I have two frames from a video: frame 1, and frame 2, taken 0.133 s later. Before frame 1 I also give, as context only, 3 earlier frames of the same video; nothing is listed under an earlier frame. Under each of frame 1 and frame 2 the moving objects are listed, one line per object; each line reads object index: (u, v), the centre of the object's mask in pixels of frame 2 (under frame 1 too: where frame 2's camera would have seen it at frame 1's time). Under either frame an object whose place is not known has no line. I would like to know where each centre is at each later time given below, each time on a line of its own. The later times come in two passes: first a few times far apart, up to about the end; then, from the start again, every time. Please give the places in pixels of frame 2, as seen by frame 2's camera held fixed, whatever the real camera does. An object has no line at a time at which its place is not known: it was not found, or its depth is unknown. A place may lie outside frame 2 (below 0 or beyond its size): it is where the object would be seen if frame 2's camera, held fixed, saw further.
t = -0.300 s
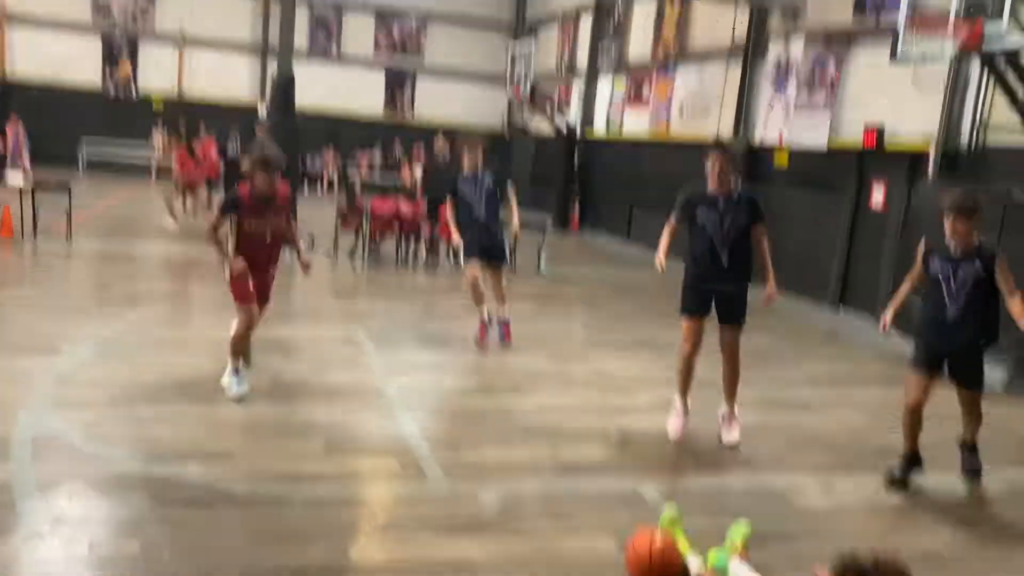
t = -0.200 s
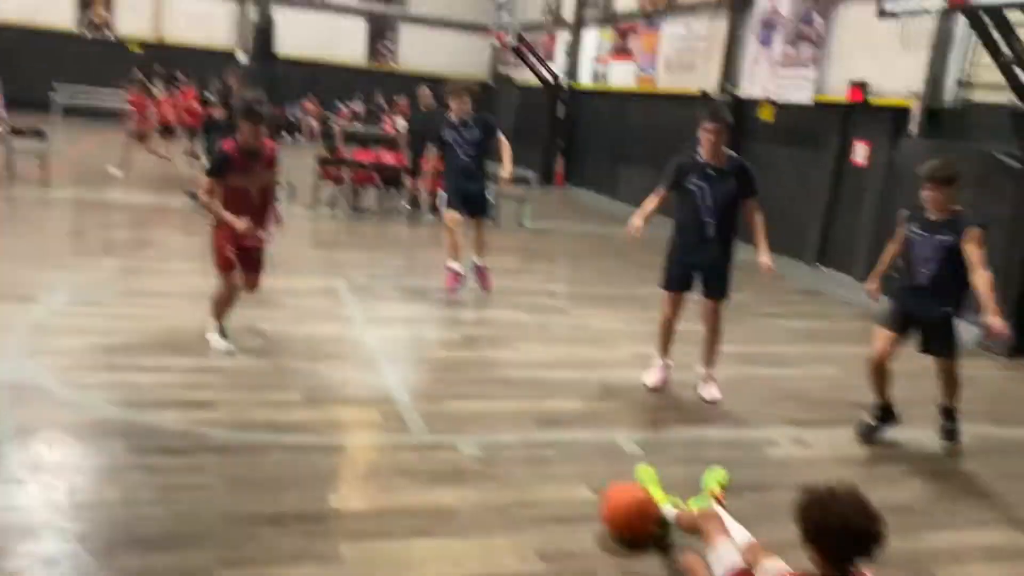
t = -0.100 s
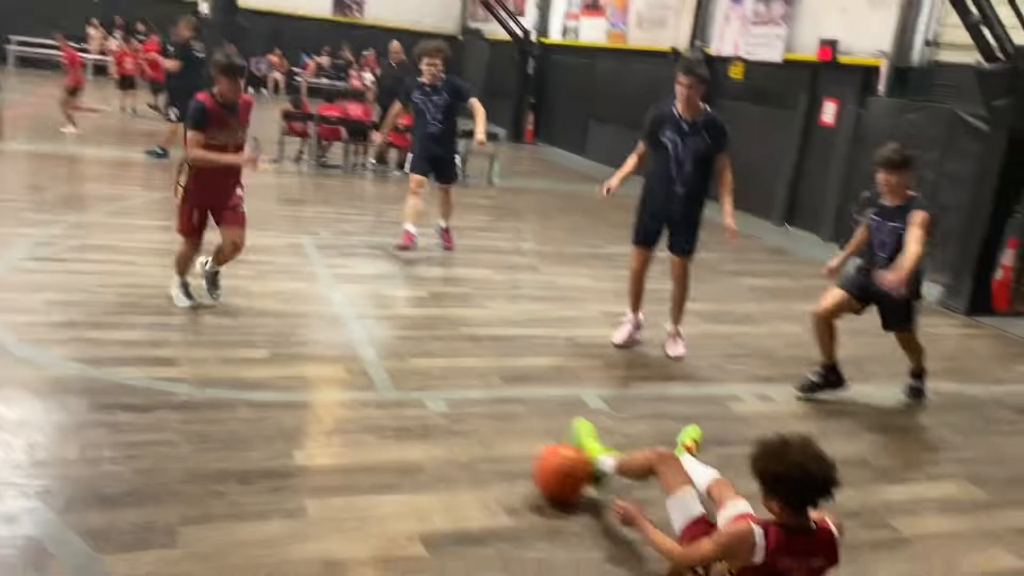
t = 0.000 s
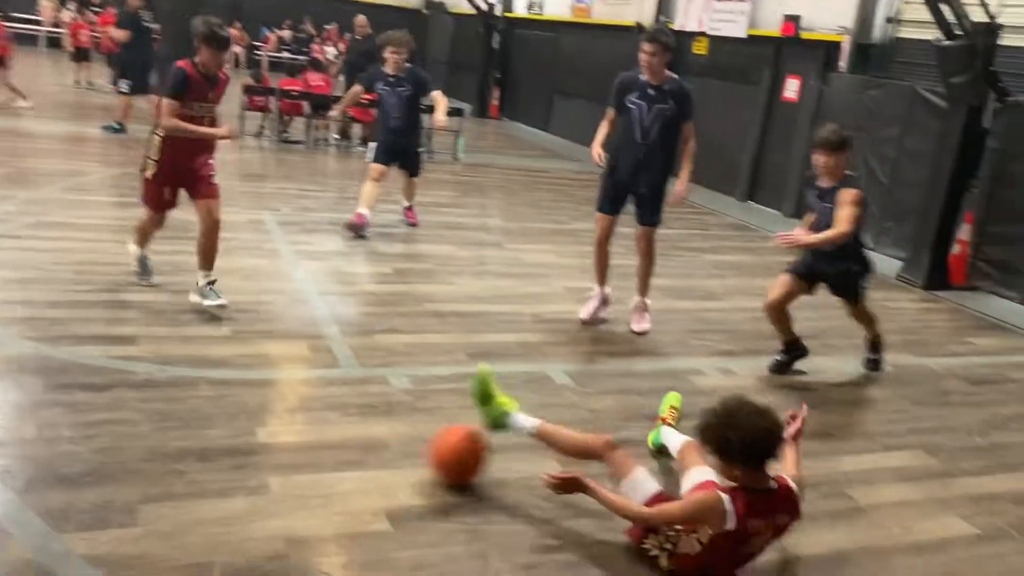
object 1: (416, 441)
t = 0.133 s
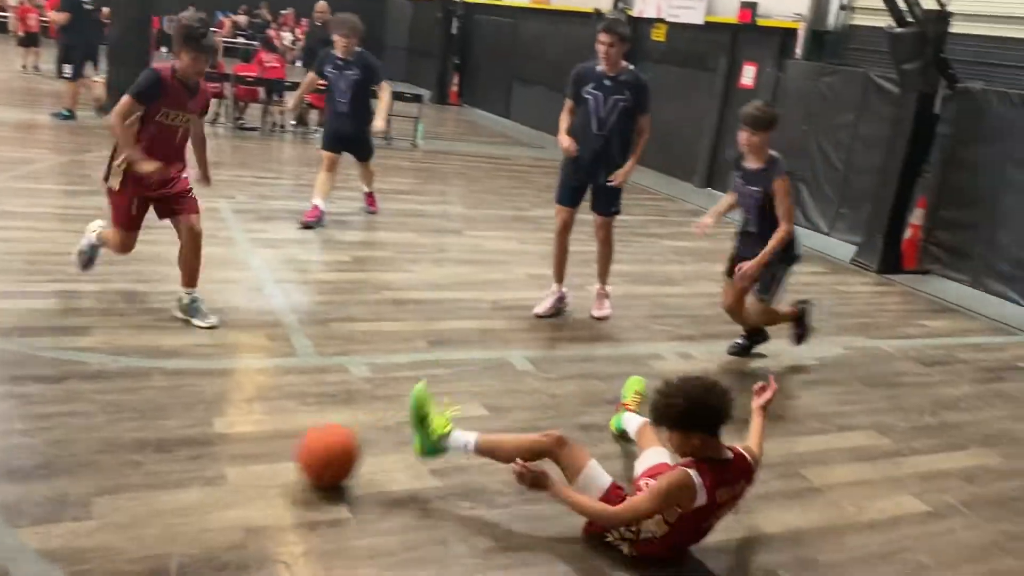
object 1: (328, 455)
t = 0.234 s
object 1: (259, 465)
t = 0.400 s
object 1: (131, 484)
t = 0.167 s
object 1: (305, 459)
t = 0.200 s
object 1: (282, 462)
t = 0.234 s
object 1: (259, 465)
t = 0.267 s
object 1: (235, 469)
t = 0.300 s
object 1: (210, 472)
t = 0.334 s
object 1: (184, 476)
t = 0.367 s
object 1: (158, 480)
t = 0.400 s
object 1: (131, 484)
